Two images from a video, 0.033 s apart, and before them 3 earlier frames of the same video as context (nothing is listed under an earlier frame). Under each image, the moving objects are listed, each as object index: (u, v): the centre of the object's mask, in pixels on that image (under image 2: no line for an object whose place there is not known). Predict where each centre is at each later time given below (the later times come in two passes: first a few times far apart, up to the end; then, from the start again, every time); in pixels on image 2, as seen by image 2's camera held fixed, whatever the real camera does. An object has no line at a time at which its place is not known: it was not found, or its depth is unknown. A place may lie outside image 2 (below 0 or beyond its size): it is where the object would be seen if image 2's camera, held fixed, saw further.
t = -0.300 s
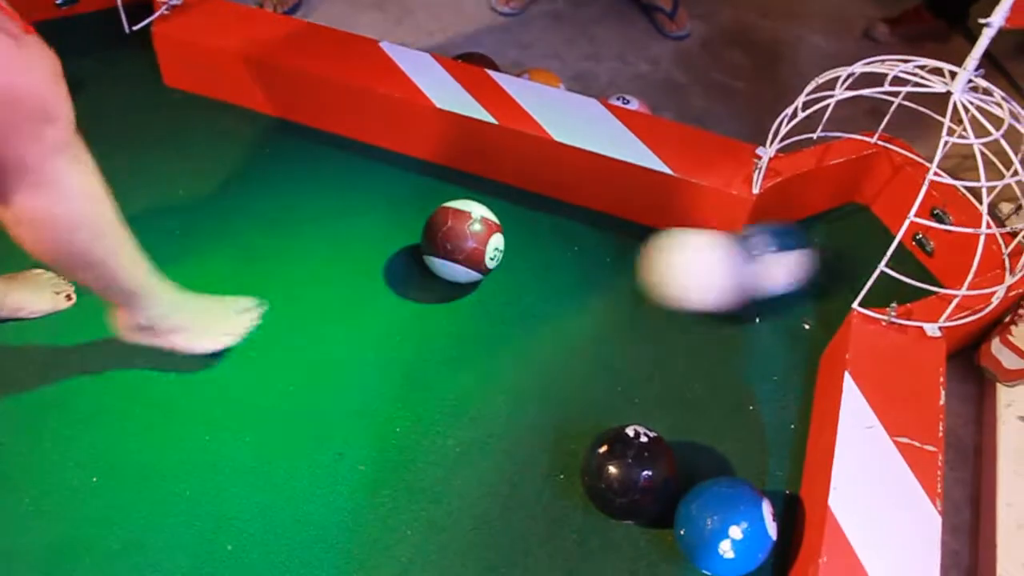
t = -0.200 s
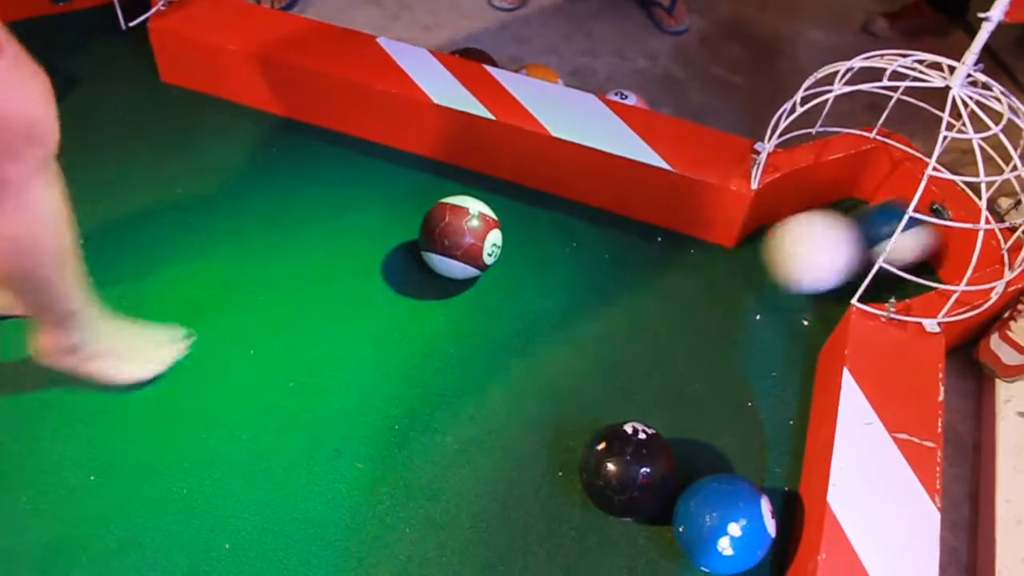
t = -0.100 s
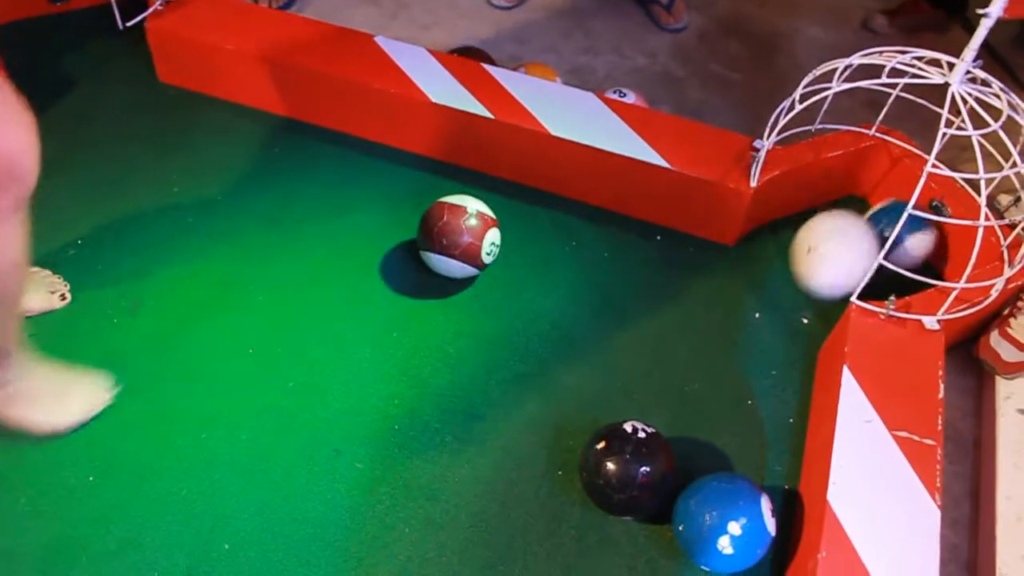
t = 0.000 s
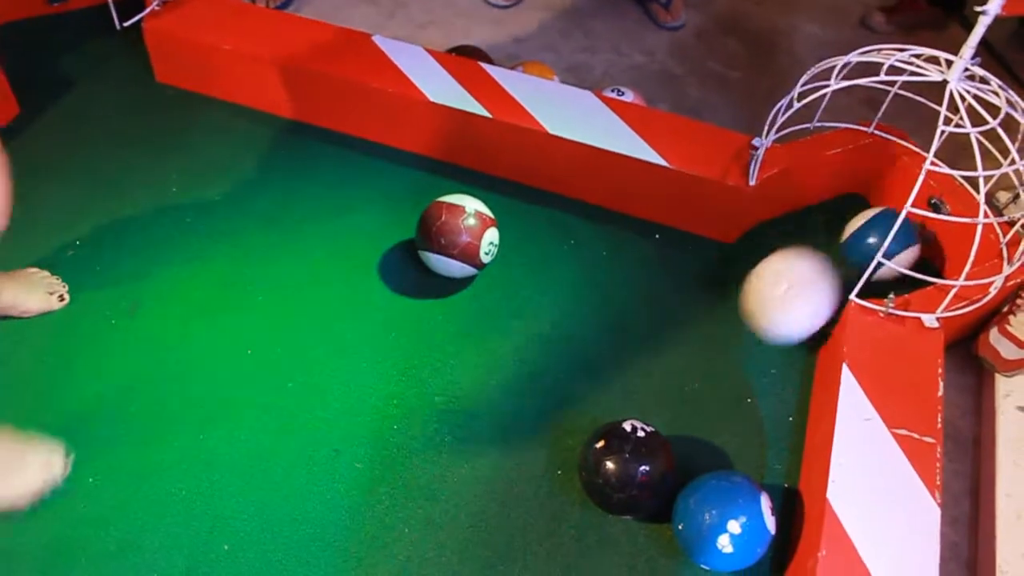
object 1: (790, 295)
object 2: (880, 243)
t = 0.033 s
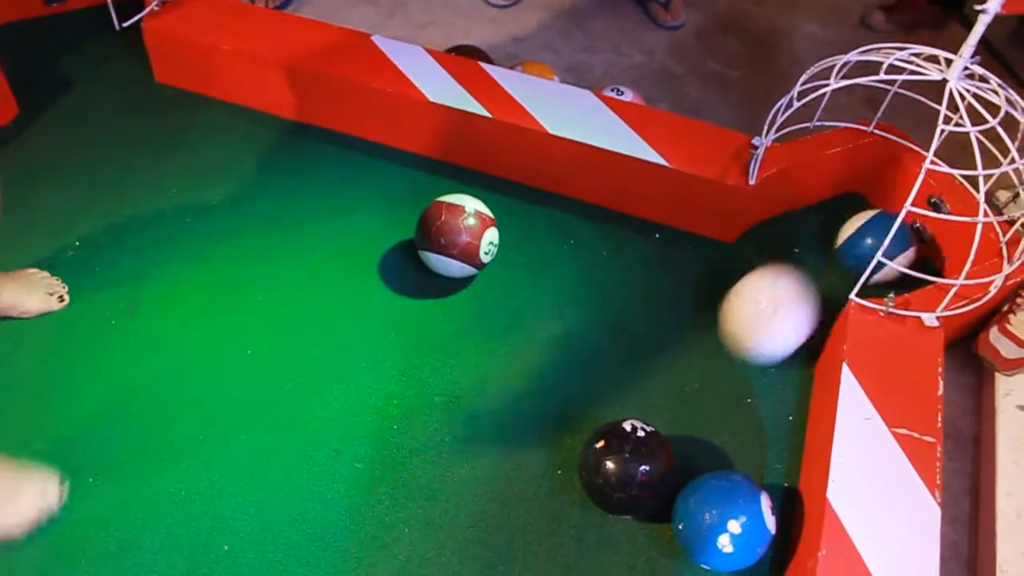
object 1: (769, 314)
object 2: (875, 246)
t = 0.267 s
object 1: (711, 350)
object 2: (830, 276)
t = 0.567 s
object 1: (655, 394)
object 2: (804, 290)
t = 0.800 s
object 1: (642, 393)
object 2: (788, 277)
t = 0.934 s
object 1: (640, 389)
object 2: (790, 266)
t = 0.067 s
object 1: (757, 322)
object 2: (870, 250)
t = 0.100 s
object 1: (753, 320)
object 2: (865, 254)
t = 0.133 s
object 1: (747, 322)
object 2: (860, 258)
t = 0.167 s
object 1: (739, 327)
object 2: (853, 262)
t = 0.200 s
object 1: (728, 336)
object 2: (847, 266)
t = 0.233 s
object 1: (718, 347)
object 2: (835, 270)
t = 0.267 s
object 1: (711, 350)
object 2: (830, 276)
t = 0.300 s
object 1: (703, 355)
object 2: (828, 278)
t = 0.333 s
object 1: (693, 364)
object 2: (829, 281)
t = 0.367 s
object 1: (685, 372)
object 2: (825, 285)
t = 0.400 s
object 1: (679, 377)
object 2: (822, 288)
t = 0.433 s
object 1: (671, 386)
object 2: (819, 287)
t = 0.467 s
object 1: (665, 391)
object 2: (816, 288)
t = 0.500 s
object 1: (661, 393)
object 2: (812, 289)
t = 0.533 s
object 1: (658, 394)
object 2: (808, 290)
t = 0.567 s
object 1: (655, 394)
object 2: (804, 290)
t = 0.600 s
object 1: (652, 394)
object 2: (801, 289)
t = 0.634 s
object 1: (650, 394)
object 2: (798, 288)
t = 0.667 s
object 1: (648, 394)
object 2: (794, 286)
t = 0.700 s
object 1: (646, 394)
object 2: (792, 283)
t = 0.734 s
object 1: (645, 394)
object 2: (790, 281)
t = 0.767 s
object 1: (643, 393)
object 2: (788, 279)
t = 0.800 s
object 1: (642, 393)
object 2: (788, 277)
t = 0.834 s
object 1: (641, 392)
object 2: (788, 274)
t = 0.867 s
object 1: (641, 391)
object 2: (788, 271)
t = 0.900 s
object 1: (641, 390)
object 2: (788, 268)
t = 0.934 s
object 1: (640, 389)
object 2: (790, 266)
